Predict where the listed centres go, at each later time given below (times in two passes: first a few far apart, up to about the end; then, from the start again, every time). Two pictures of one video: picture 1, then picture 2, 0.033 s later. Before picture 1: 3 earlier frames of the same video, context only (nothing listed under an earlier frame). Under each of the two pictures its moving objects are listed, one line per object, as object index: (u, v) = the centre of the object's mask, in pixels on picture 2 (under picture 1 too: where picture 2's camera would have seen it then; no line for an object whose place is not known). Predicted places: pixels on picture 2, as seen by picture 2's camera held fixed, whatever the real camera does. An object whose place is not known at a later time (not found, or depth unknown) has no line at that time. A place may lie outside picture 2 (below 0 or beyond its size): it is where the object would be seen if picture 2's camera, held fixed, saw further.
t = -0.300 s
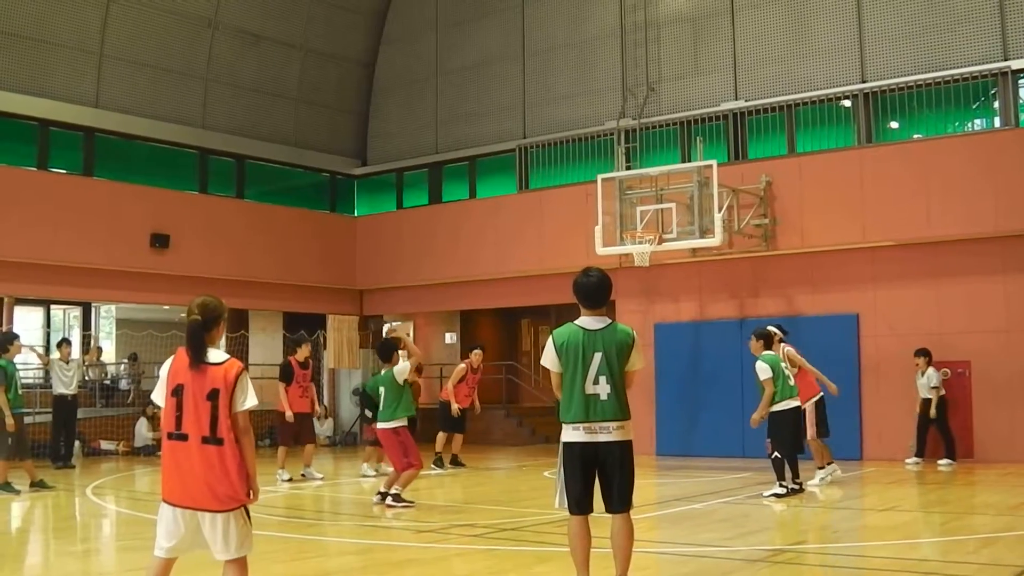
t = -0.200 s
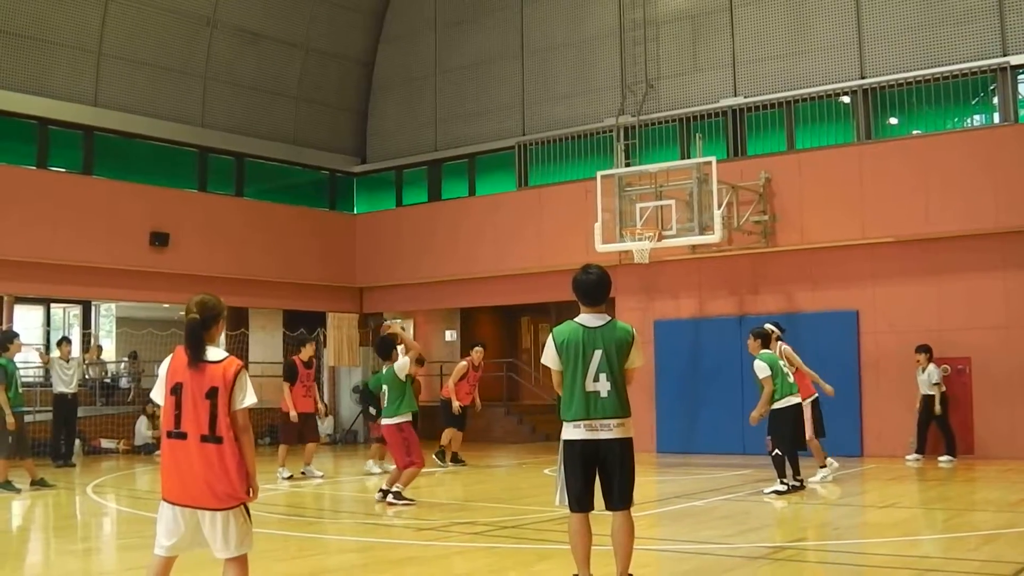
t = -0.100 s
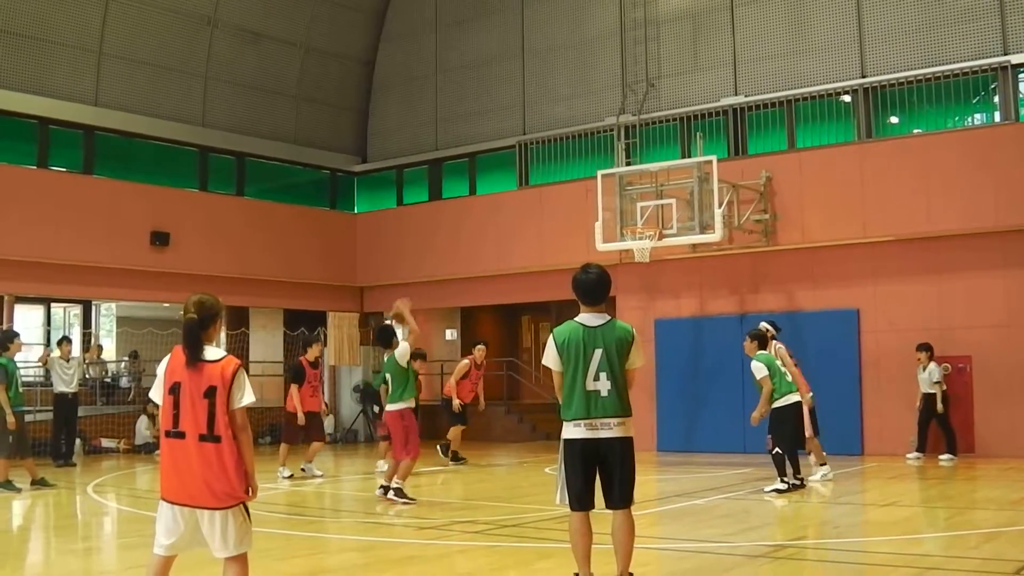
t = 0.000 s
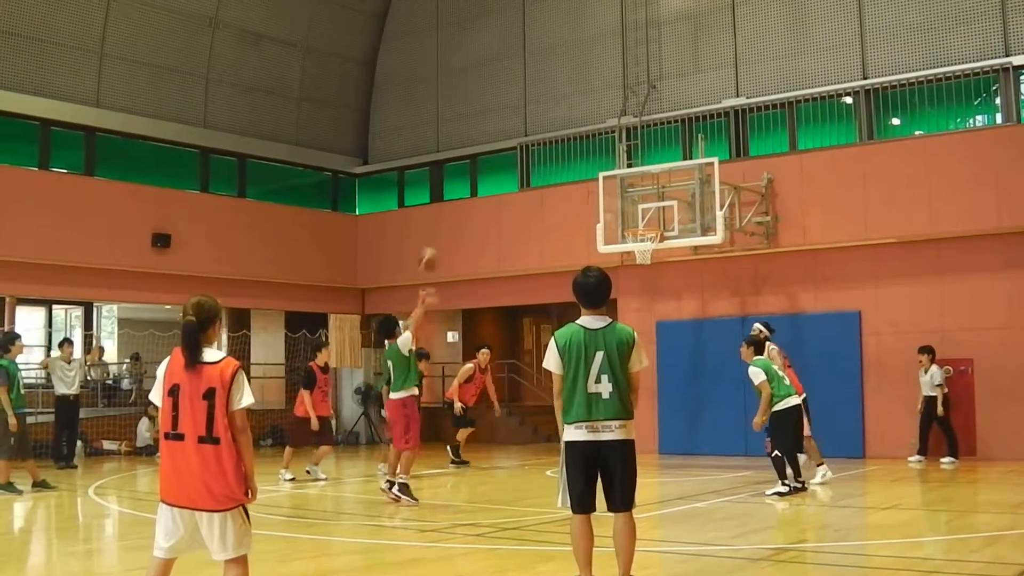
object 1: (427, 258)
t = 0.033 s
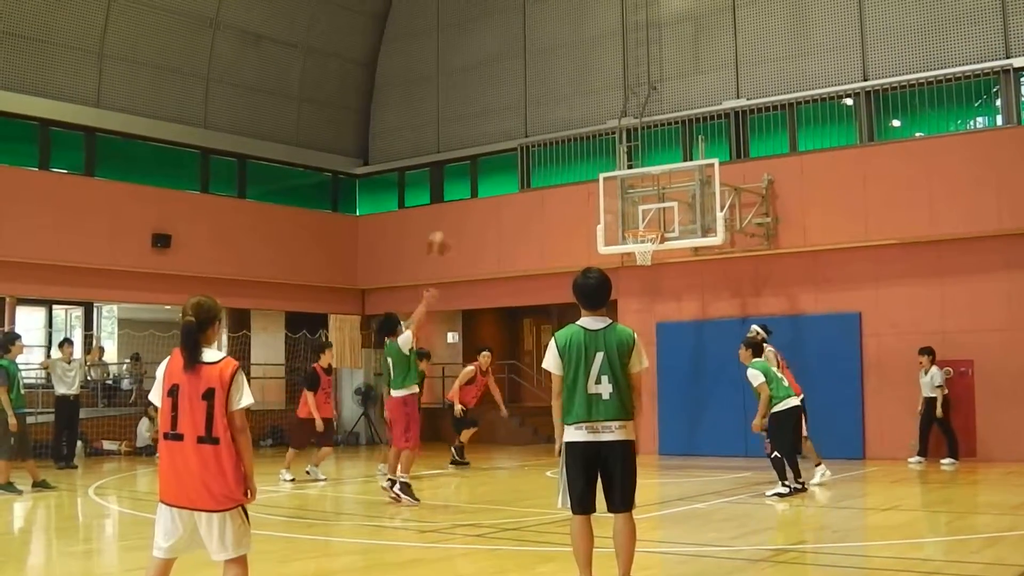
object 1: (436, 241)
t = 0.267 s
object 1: (498, 161)
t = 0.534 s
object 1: (560, 132)
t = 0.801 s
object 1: (613, 161)
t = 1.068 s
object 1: (652, 215)
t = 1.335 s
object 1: (632, 154)
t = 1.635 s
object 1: (611, 150)
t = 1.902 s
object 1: (594, 203)
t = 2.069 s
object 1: (584, 261)
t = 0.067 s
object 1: (444, 224)
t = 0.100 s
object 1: (454, 211)
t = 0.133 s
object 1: (463, 198)
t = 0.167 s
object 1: (472, 190)
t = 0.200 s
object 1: (481, 179)
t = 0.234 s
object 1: (490, 169)
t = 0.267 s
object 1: (498, 161)
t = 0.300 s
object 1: (507, 155)
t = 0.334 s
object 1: (515, 148)
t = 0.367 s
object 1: (522, 143)
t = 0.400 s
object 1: (530, 139)
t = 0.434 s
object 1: (537, 136)
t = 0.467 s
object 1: (546, 134)
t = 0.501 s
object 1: (552, 133)
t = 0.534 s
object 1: (560, 132)
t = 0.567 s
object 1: (567, 133)
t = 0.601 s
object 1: (572, 135)
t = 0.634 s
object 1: (580, 137)
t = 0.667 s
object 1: (587, 139)
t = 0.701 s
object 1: (594, 144)
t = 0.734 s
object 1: (601, 149)
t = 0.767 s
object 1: (607, 155)
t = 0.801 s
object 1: (613, 161)
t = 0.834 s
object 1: (620, 169)
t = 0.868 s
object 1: (626, 177)
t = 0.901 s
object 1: (632, 184)
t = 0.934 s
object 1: (638, 195)
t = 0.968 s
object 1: (643, 204)
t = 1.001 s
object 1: (650, 215)
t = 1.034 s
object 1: (654, 223)
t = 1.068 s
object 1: (652, 215)
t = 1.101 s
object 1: (649, 204)
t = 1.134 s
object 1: (647, 195)
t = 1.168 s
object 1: (645, 185)
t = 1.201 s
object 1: (643, 180)
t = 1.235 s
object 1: (639, 170)
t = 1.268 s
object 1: (637, 165)
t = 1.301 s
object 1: (634, 159)
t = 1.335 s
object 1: (632, 154)
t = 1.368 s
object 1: (629, 151)
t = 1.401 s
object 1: (628, 149)
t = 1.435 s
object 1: (625, 147)
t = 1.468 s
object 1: (623, 145)
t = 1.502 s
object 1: (620, 145)
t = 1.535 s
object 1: (618, 145)
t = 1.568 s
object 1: (616, 146)
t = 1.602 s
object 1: (614, 147)
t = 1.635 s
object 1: (611, 150)
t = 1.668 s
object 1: (609, 154)
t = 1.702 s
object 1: (607, 158)
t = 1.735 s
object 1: (605, 163)
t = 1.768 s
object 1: (602, 170)
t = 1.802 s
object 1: (600, 176)
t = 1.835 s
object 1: (598, 185)
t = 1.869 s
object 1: (596, 192)
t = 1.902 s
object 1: (594, 203)
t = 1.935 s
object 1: (591, 212)
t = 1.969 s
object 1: (589, 222)
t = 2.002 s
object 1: (587, 234)
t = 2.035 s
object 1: (585, 248)
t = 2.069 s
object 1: (584, 261)
